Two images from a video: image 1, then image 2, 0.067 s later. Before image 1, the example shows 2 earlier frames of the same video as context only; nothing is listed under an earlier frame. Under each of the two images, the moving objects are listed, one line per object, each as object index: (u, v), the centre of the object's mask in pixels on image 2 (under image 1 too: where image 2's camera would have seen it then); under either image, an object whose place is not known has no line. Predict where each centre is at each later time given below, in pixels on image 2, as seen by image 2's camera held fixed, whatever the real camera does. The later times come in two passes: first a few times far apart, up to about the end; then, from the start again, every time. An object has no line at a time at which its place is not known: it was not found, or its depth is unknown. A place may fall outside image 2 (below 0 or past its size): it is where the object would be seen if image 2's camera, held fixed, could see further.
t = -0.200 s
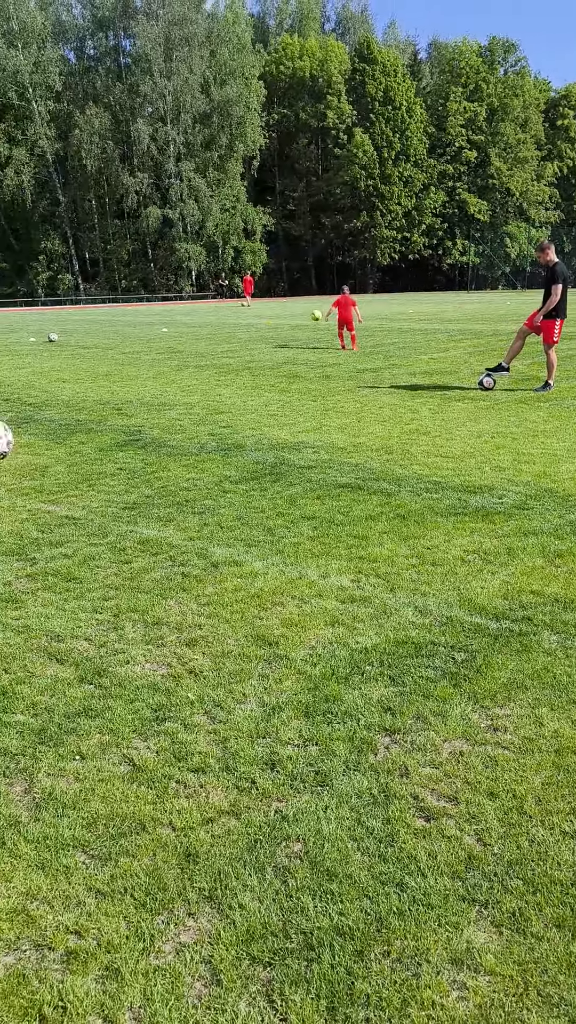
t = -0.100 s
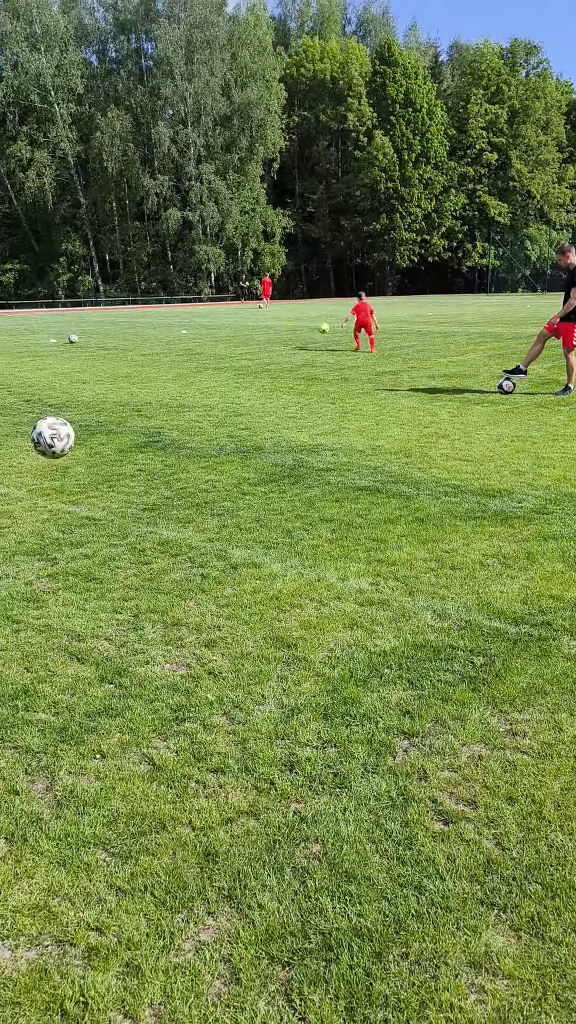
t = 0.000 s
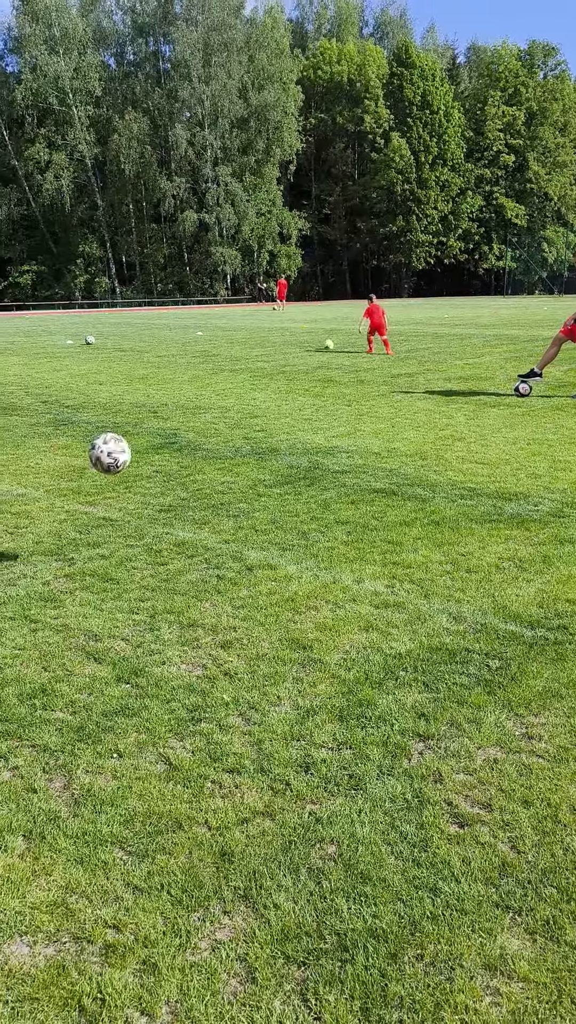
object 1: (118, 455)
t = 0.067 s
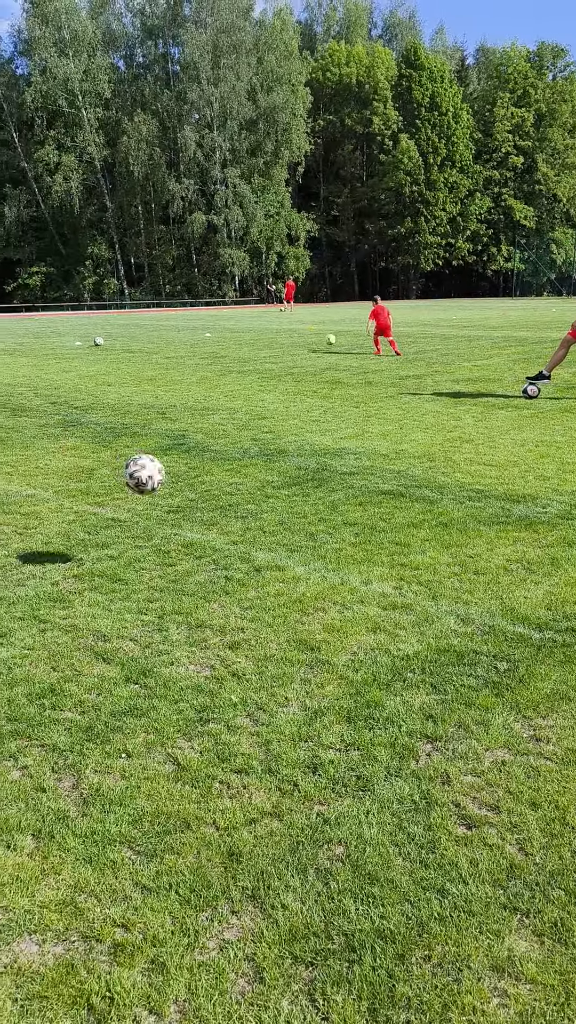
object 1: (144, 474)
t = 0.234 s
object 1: (206, 552)
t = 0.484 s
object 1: (307, 495)
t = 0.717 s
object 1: (400, 537)
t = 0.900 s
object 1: (464, 517)
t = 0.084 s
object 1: (150, 480)
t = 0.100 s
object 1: (157, 486)
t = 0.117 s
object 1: (163, 493)
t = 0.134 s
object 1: (169, 500)
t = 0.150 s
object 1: (175, 508)
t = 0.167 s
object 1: (182, 517)
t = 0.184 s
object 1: (187, 525)
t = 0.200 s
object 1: (193, 534)
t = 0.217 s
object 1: (199, 545)
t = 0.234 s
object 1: (206, 552)
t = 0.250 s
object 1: (212, 546)
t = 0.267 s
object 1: (219, 539)
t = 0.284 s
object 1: (225, 533)
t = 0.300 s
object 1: (232, 527)
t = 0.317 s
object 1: (239, 522)
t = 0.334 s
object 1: (246, 517)
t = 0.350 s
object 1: (252, 513)
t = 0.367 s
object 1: (259, 508)
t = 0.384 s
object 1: (266, 505)
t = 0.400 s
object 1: (273, 502)
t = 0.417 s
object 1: (280, 500)
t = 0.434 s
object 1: (286, 498)
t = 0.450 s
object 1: (294, 496)
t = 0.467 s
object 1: (300, 495)
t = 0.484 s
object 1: (307, 495)
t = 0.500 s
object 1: (314, 495)
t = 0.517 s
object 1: (321, 495)
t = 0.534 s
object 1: (328, 496)
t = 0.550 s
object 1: (334, 498)
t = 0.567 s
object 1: (341, 499)
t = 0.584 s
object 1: (348, 502)
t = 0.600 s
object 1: (354, 505)
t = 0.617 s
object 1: (361, 507)
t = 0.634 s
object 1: (368, 511)
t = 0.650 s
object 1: (374, 516)
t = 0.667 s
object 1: (381, 520)
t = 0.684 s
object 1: (387, 525)
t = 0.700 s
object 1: (394, 531)
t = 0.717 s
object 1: (400, 537)
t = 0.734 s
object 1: (407, 544)
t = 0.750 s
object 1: (413, 547)
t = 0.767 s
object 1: (418, 542)
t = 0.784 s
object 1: (424, 537)
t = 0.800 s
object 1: (430, 533)
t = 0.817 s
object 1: (436, 529)
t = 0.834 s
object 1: (441, 525)
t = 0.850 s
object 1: (447, 523)
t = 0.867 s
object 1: (453, 520)
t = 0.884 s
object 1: (458, 517)
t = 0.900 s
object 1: (464, 517)
